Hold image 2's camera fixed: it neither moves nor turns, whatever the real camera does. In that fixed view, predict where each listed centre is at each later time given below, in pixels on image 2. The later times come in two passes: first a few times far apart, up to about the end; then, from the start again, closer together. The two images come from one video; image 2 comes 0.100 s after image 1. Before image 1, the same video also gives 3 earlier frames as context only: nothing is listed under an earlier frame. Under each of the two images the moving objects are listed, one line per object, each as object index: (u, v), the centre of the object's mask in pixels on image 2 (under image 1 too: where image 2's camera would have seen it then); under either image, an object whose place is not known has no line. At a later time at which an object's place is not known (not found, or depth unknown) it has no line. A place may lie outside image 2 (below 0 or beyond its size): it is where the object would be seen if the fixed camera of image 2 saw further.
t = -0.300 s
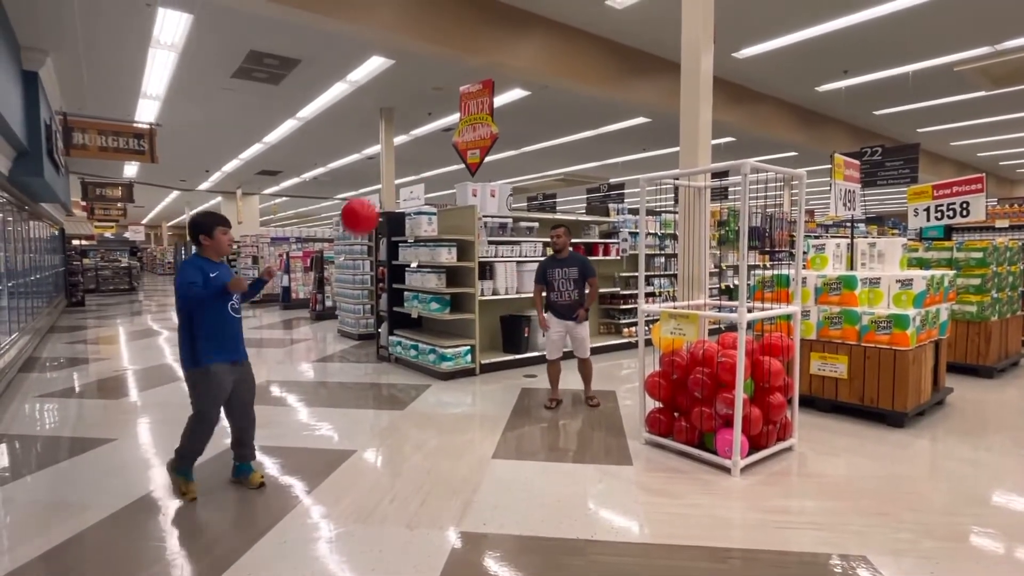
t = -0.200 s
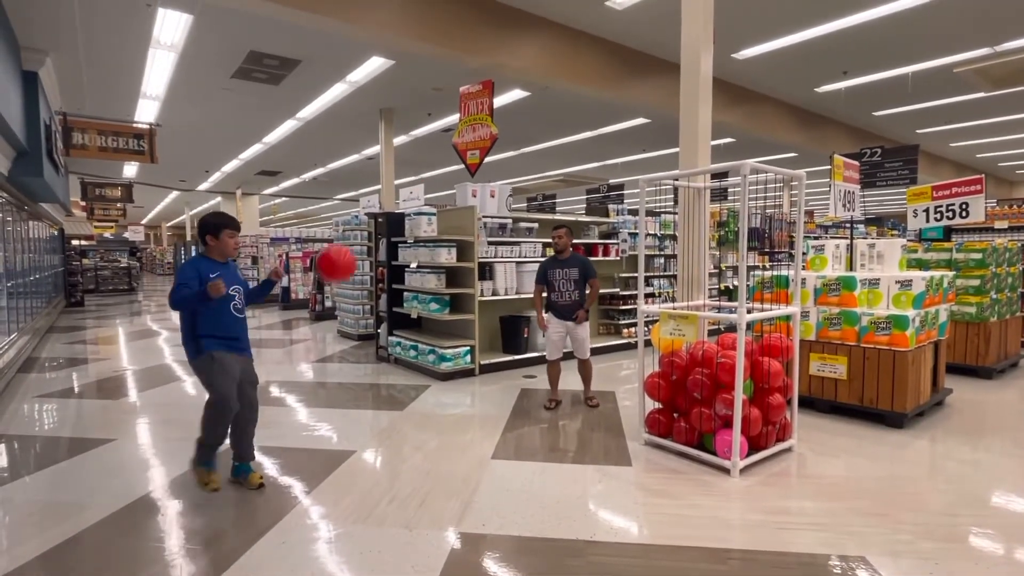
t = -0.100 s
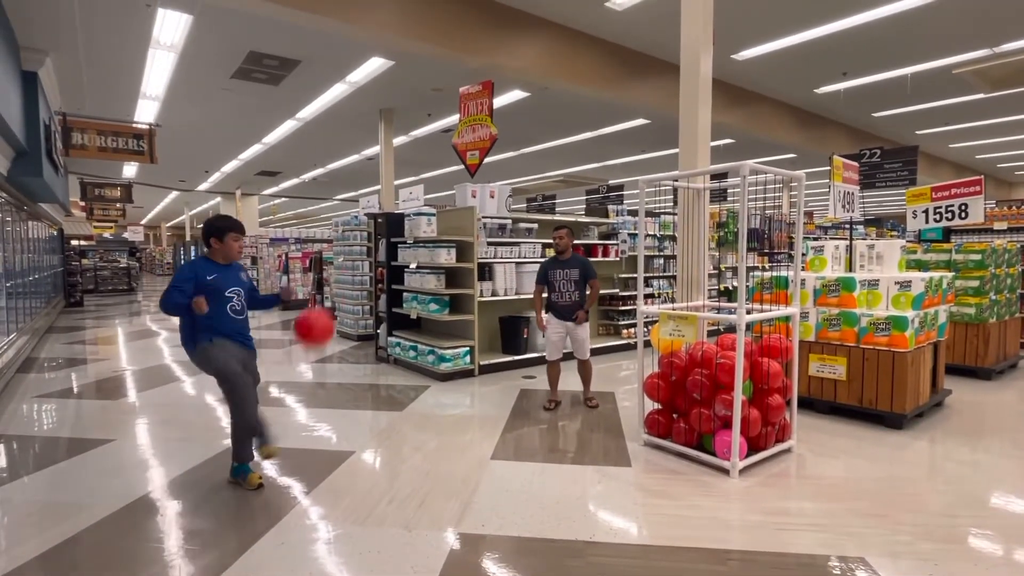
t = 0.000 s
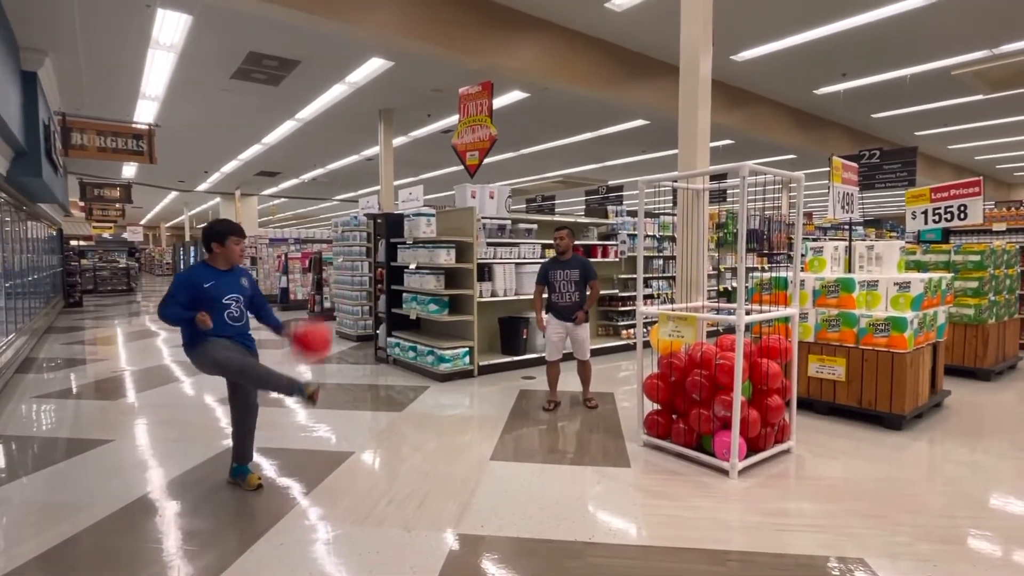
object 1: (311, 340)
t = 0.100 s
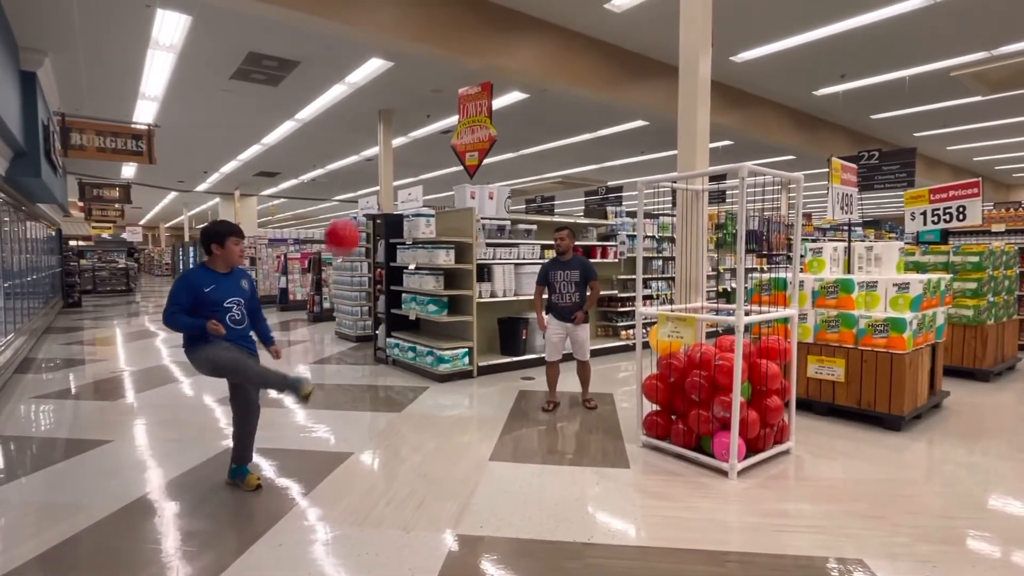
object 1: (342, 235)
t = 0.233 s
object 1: (368, 146)
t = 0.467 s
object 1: (398, 80)
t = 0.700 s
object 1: (422, 93)
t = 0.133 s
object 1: (351, 209)
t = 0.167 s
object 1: (358, 184)
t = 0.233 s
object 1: (368, 146)
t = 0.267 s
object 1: (372, 129)
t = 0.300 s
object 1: (377, 117)
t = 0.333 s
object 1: (382, 106)
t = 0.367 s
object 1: (386, 97)
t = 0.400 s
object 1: (390, 89)
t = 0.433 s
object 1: (394, 84)
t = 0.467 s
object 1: (398, 80)
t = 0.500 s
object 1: (402, 78)
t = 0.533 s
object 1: (406, 77)
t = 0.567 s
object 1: (409, 78)
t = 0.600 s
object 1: (412, 80)
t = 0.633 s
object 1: (416, 83)
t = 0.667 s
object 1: (419, 88)
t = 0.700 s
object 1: (422, 93)
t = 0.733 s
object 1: (425, 99)
